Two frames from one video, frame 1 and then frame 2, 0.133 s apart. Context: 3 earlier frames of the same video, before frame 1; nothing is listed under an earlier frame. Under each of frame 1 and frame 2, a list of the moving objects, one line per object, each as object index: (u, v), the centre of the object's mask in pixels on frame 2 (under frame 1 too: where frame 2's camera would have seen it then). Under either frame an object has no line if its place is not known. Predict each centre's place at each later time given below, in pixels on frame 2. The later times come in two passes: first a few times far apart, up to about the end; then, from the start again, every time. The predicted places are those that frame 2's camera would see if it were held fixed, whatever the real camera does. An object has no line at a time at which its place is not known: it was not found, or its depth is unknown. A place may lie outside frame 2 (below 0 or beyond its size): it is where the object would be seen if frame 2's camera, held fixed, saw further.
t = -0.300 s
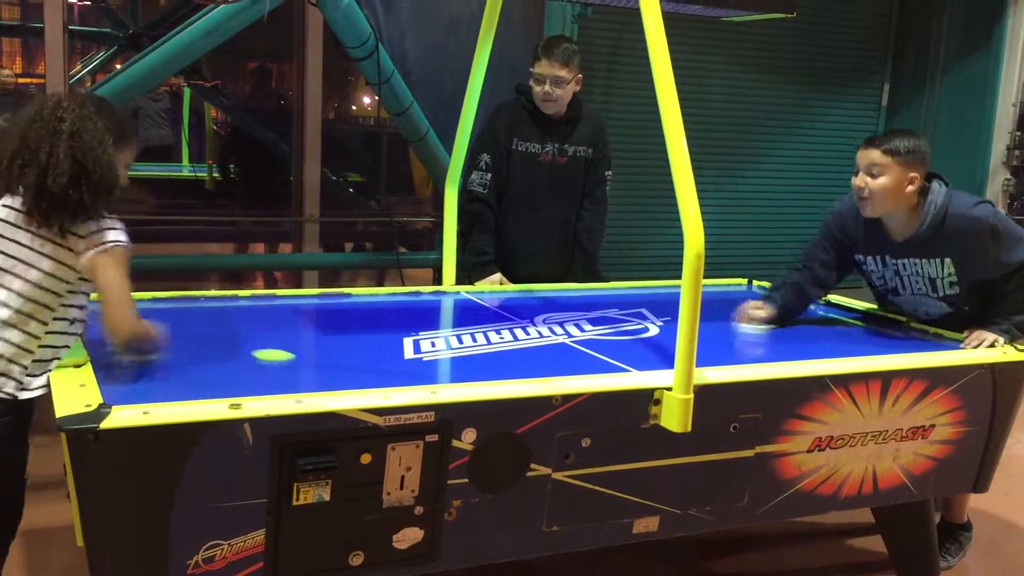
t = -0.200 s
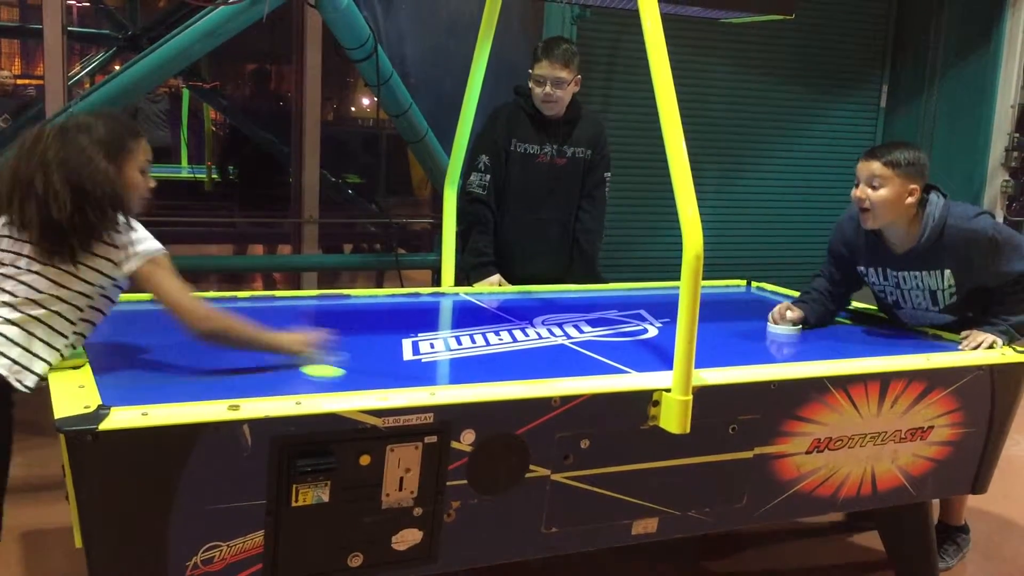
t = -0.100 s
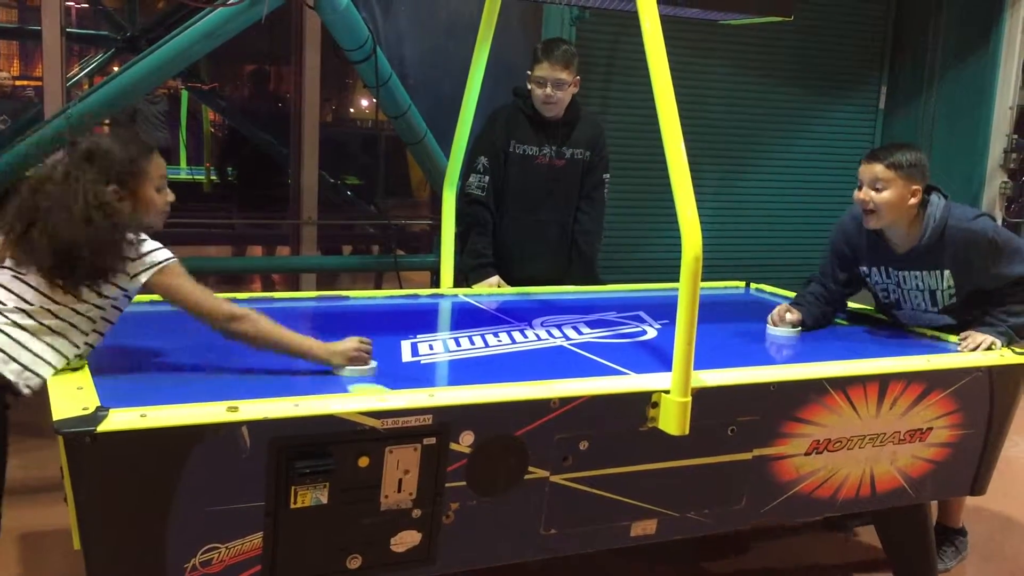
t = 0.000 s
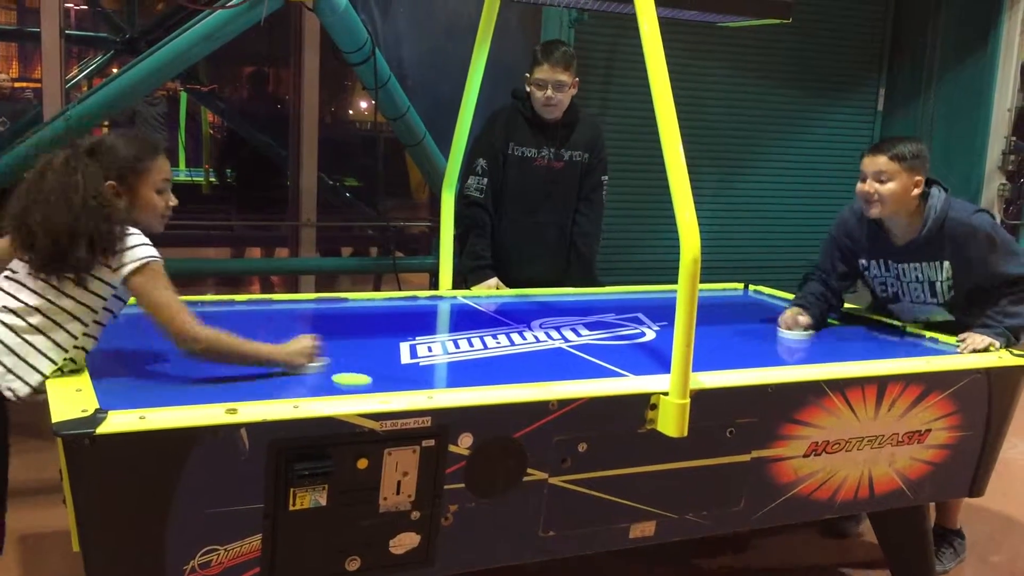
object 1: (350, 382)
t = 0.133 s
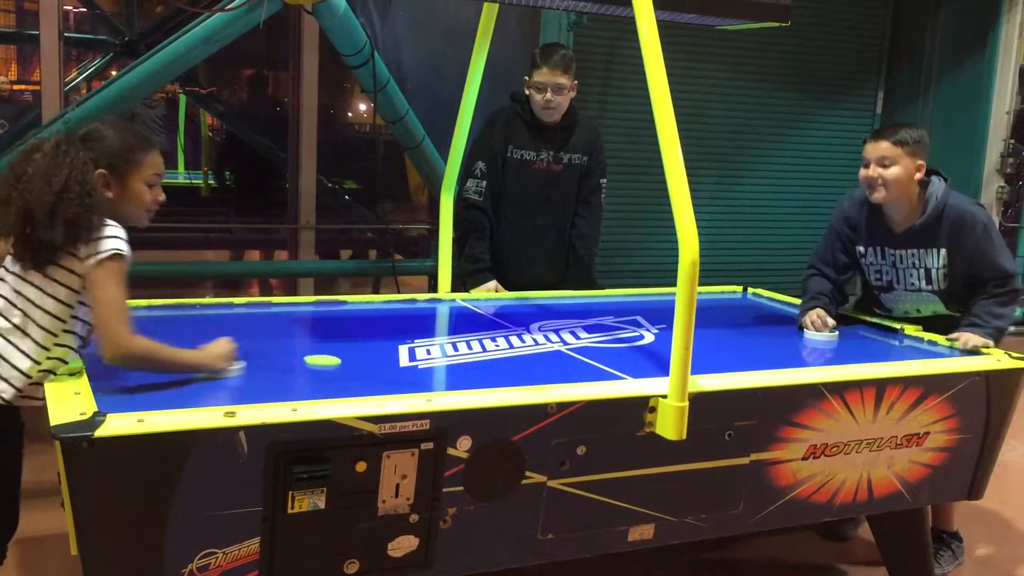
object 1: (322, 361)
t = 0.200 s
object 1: (310, 351)
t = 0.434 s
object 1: (275, 321)
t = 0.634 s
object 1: (267, 313)
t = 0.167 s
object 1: (316, 356)
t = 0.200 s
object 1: (310, 351)
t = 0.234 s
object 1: (305, 346)
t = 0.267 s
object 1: (299, 342)
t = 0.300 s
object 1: (294, 337)
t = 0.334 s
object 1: (289, 333)
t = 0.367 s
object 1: (284, 329)
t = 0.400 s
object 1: (280, 325)
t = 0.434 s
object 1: (275, 321)
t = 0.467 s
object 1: (271, 318)
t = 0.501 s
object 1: (268, 314)
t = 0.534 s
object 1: (264, 310)
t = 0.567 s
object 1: (262, 307)
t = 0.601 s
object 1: (264, 310)
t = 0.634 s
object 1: (267, 313)
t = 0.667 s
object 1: (271, 316)
